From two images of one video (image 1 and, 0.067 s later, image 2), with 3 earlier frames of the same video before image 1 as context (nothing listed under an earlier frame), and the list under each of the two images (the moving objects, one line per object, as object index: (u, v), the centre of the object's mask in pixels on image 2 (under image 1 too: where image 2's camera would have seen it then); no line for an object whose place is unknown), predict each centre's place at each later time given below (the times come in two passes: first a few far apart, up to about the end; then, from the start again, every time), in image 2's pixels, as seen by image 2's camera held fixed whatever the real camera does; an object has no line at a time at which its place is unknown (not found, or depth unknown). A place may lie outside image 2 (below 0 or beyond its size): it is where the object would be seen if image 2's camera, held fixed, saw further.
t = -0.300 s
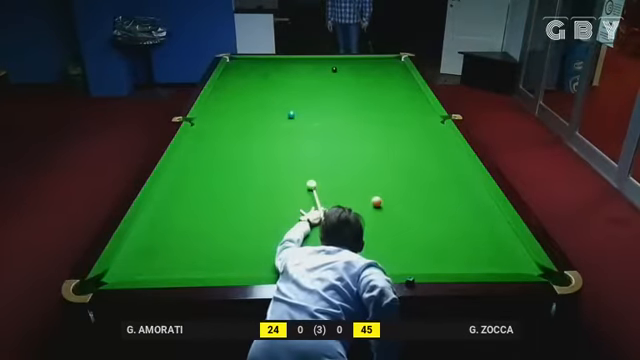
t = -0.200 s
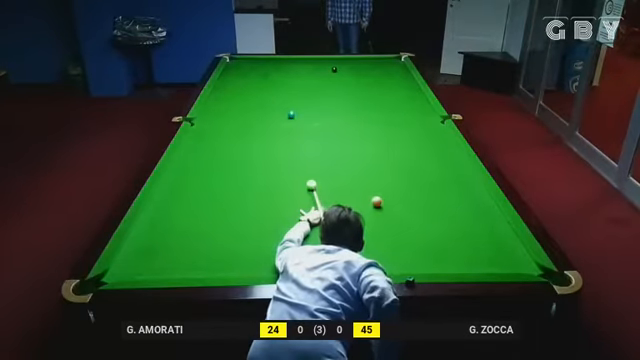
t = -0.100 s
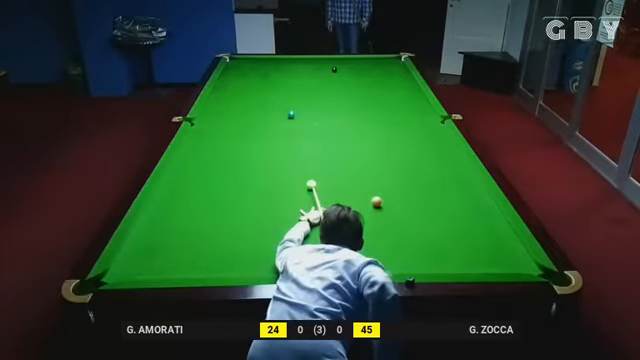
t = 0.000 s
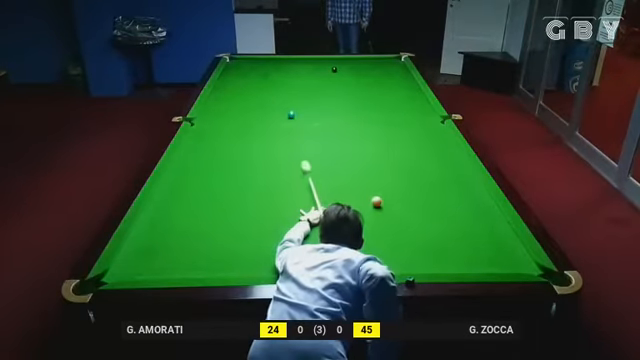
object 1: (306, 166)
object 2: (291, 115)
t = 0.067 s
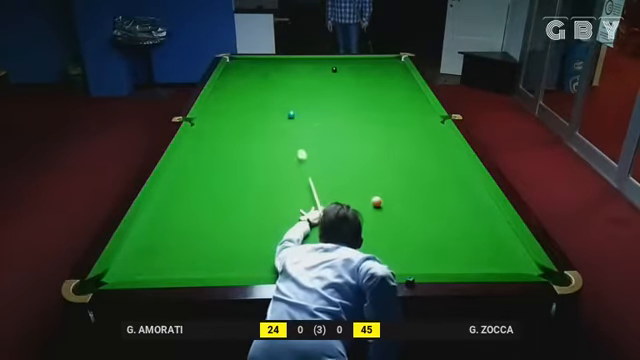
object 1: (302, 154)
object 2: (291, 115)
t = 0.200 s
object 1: (296, 136)
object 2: (291, 115)
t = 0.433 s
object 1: (285, 115)
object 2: (294, 109)
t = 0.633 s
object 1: (271, 111)
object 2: (300, 95)
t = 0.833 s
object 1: (259, 105)
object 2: (304, 86)
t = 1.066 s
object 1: (245, 99)
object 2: (309, 75)
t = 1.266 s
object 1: (235, 94)
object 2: (313, 66)
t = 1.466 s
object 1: (225, 90)
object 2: (316, 60)
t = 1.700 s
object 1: (218, 85)
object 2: (319, 62)
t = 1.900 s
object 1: (226, 82)
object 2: (321, 65)
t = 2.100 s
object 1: (234, 79)
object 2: (323, 70)
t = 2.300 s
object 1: (241, 76)
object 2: (325, 75)
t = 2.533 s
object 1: (248, 74)
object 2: (329, 83)
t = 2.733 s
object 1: (254, 72)
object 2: (331, 88)
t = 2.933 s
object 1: (260, 70)
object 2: (333, 93)
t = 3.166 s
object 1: (265, 68)
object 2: (336, 101)
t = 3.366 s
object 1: (270, 66)
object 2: (339, 107)
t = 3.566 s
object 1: (274, 64)
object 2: (342, 113)
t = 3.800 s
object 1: (278, 63)
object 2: (346, 121)
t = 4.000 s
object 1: (281, 62)
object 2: (347, 124)
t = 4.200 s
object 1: (284, 60)
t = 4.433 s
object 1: (287, 60)
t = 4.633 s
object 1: (290, 58)
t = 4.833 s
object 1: (292, 58)
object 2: (365, 160)
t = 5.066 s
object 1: (293, 59)
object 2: (368, 169)
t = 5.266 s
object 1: (294, 59)
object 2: (373, 177)
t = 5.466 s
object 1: (295, 60)
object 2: (376, 186)
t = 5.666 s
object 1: (296, 60)
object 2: (381, 194)
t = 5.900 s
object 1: (296, 60)
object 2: (389, 202)
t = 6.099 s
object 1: (296, 60)
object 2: (398, 208)
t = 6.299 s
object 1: (296, 60)
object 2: (406, 213)
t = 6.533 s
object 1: (296, 60)
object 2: (416, 219)
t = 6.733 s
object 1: (296, 60)
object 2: (424, 223)
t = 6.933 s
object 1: (296, 60)
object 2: (432, 228)
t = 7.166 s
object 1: (296, 60)
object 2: (440, 233)
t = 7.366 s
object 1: (296, 60)
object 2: (446, 236)
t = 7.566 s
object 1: (296, 60)
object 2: (453, 240)
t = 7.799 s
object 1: (296, 60)
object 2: (459, 244)
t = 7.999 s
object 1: (296, 60)
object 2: (464, 247)
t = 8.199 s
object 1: (296, 60)
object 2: (469, 249)
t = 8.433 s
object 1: (296, 60)
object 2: (472, 251)
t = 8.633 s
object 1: (296, 60)
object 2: (475, 253)
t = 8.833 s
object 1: (296, 60)
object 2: (477, 254)
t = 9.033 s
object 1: (296, 60)
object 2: (478, 254)
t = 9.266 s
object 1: (296, 60)
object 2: (479, 255)
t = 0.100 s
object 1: (300, 149)
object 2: (291, 115)
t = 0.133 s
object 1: (299, 144)
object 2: (291, 115)
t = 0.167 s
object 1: (297, 140)
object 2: (291, 115)
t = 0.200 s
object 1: (296, 136)
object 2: (291, 115)
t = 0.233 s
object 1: (295, 132)
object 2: (291, 115)
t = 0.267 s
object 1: (293, 128)
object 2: (291, 115)
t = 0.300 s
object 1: (292, 124)
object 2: (291, 115)
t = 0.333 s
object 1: (291, 120)
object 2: (291, 113)
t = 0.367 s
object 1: (289, 117)
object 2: (290, 112)
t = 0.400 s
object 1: (287, 116)
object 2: (292, 111)
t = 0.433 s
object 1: (285, 115)
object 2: (294, 109)
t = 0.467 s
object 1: (282, 115)
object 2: (295, 105)
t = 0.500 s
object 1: (280, 114)
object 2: (296, 104)
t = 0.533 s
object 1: (277, 114)
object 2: (297, 101)
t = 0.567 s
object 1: (275, 113)
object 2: (298, 99)
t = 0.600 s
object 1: (273, 112)
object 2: (299, 97)
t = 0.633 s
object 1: (271, 111)
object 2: (300, 95)
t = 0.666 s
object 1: (269, 110)
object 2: (301, 93)
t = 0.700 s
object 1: (267, 109)
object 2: (302, 92)
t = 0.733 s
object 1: (265, 108)
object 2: (302, 90)
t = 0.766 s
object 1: (263, 107)
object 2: (303, 88)
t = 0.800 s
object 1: (261, 106)
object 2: (303, 87)
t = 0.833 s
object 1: (259, 105)
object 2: (304, 86)
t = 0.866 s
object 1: (257, 104)
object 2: (306, 82)
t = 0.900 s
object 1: (254, 103)
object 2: (306, 82)
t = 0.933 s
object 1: (253, 102)
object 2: (307, 81)
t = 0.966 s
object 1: (251, 101)
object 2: (308, 79)
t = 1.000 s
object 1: (249, 101)
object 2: (308, 78)
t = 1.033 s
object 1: (247, 100)
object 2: (309, 77)
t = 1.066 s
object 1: (245, 99)
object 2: (309, 75)
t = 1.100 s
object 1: (243, 98)
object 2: (310, 74)
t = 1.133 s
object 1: (242, 97)
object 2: (311, 72)
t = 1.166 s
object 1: (240, 96)
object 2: (311, 71)
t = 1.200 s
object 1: (238, 96)
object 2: (311, 70)
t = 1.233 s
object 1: (236, 95)
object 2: (312, 69)
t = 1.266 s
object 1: (235, 94)
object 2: (313, 66)
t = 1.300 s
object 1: (233, 93)
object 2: (313, 66)
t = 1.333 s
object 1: (232, 93)
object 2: (314, 65)
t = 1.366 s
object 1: (230, 92)
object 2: (315, 63)
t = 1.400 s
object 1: (228, 91)
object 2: (315, 62)
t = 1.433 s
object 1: (226, 90)
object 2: (315, 62)
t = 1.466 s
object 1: (225, 90)
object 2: (316, 60)
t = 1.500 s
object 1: (223, 89)
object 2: (316, 60)
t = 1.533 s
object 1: (222, 88)
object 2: (317, 59)
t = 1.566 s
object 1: (220, 87)
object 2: (317, 59)
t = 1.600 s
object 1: (219, 87)
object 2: (317, 59)
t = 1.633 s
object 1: (217, 86)
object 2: (317, 60)
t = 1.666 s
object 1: (216, 85)
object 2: (318, 61)
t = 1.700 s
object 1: (218, 85)
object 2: (319, 62)
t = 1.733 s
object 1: (220, 84)
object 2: (319, 62)
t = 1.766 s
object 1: (221, 84)
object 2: (319, 63)
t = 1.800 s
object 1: (222, 83)
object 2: (320, 63)
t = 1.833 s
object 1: (223, 83)
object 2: (320, 64)
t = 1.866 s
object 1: (225, 83)
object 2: (321, 65)
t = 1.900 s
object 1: (226, 82)
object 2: (321, 65)
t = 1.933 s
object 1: (227, 81)
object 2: (321, 66)
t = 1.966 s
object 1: (229, 81)
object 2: (322, 67)
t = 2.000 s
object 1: (230, 80)
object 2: (322, 68)
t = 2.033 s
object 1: (231, 80)
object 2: (322, 69)
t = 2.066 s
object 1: (233, 80)
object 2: (323, 69)
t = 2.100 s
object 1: (234, 79)
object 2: (323, 70)
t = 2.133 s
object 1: (235, 79)
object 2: (324, 71)
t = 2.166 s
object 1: (236, 78)
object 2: (324, 72)
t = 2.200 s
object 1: (237, 78)
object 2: (325, 74)
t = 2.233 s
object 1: (239, 77)
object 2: (325, 75)
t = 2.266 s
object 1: (240, 77)
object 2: (325, 76)
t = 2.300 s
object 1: (241, 76)
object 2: (325, 75)
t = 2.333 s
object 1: (242, 76)
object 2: (326, 77)
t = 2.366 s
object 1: (243, 76)
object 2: (327, 78)
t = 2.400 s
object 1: (244, 75)
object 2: (327, 79)
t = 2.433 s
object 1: (245, 75)
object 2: (328, 80)
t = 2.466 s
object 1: (246, 75)
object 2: (328, 81)
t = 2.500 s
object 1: (248, 74)
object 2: (328, 82)
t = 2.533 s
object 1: (248, 74)
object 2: (329, 83)
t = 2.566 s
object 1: (249, 73)
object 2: (329, 84)
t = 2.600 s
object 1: (251, 73)
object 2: (330, 85)
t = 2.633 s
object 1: (251, 73)
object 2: (330, 86)
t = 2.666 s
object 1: (252, 72)
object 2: (330, 87)
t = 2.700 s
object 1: (253, 72)
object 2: (331, 88)
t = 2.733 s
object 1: (254, 72)
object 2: (331, 88)
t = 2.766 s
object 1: (255, 71)
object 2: (331, 89)
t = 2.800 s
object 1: (256, 71)
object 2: (332, 91)
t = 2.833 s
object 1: (257, 71)
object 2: (332, 91)
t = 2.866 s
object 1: (258, 70)
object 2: (332, 92)
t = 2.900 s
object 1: (259, 70)
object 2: (333, 93)
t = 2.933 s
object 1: (260, 70)
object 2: (333, 93)
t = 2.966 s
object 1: (261, 69)
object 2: (334, 95)
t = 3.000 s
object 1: (261, 69)
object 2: (334, 95)
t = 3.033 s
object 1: (262, 69)
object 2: (335, 97)
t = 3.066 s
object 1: (263, 68)
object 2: (335, 98)
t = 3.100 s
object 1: (264, 68)
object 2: (336, 99)
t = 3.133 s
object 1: (264, 68)
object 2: (336, 100)
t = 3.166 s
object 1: (265, 68)
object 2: (336, 101)
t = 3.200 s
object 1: (266, 67)
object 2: (337, 102)
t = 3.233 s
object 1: (267, 67)
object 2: (338, 103)
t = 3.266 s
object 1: (267, 67)
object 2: (338, 104)
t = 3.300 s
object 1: (268, 67)
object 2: (339, 105)
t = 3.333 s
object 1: (269, 67)
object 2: (339, 106)
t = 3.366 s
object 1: (270, 66)
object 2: (339, 107)
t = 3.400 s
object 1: (270, 66)
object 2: (340, 108)
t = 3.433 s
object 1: (271, 66)
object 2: (340, 109)
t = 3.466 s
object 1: (272, 66)
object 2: (341, 110)
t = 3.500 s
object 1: (272, 65)
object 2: (341, 111)
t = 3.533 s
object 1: (273, 65)
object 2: (342, 112)
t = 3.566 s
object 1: (274, 64)
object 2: (342, 113)
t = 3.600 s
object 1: (274, 64)
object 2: (343, 114)
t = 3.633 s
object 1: (275, 64)
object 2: (343, 116)
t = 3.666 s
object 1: (275, 64)
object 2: (344, 117)
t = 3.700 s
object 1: (276, 63)
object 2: (344, 118)
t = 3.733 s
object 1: (276, 63)
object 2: (345, 119)
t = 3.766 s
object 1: (277, 63)
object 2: (345, 120)
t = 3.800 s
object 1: (278, 63)
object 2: (346, 121)
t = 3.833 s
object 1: (279, 63)
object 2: (346, 122)
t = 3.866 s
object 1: (279, 63)
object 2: (346, 122)
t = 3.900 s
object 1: (280, 63)
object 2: (347, 122)
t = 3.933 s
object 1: (280, 63)
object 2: (347, 123)
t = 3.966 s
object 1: (281, 62)
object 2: (347, 123)
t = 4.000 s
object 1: (281, 62)
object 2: (347, 124)
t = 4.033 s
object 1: (282, 62)
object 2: (349, 125)
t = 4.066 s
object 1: (282, 61)
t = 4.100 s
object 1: (283, 61)
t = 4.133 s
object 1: (283, 61)
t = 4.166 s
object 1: (284, 61)
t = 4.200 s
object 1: (284, 60)
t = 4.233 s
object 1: (284, 60)
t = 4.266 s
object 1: (285, 60)
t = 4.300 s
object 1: (285, 60)
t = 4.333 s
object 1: (286, 60)
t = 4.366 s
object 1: (286, 60)
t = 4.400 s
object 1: (287, 60)
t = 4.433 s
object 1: (287, 60)
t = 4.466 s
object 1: (288, 59)
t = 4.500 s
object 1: (288, 59)
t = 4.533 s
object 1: (289, 59)
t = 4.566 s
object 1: (289, 59)
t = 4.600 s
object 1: (289, 58)
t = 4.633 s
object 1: (290, 58)
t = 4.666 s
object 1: (290, 58)
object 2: (363, 155)
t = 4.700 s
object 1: (290, 58)
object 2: (364, 155)
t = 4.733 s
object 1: (291, 58)
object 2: (364, 156)
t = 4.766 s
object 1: (291, 58)
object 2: (364, 157)
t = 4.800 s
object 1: (291, 58)
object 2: (364, 158)
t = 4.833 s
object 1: (292, 58)
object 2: (365, 160)
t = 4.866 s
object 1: (292, 58)
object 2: (365, 161)
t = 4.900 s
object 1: (292, 58)
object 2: (365, 162)
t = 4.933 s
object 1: (292, 58)
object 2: (365, 163)
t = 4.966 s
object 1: (292, 58)
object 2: (366, 165)
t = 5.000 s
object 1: (293, 59)
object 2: (366, 165)
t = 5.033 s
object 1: (293, 59)
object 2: (367, 167)
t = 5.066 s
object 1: (293, 59)
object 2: (368, 169)
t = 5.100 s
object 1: (293, 59)
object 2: (369, 170)
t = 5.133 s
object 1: (293, 59)
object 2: (370, 172)
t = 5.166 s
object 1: (293, 59)
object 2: (370, 173)
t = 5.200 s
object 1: (294, 59)
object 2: (371, 174)
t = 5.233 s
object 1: (294, 59)
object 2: (372, 176)
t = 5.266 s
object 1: (294, 59)
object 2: (373, 177)
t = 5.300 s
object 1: (294, 59)
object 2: (373, 179)
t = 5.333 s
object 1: (294, 59)
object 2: (374, 179)
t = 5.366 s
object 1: (294, 59)
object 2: (374, 181)
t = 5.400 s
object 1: (294, 59)
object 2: (375, 183)
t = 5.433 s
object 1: (295, 60)
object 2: (376, 184)
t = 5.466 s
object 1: (295, 60)
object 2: (376, 186)
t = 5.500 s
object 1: (295, 60)
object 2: (377, 187)
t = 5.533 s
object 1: (295, 60)
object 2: (378, 189)
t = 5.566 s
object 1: (295, 60)
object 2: (378, 190)
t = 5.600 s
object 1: (295, 60)
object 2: (379, 191)
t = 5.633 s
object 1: (296, 60)
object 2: (380, 193)
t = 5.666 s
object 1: (296, 60)
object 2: (381, 194)
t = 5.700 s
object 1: (296, 60)
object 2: (382, 196)
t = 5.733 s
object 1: (296, 60)
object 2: (382, 197)
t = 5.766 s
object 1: (296, 60)
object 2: (384, 199)
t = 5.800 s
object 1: (296, 60)
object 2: (385, 200)
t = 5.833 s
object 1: (296, 60)
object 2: (386, 201)
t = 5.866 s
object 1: (296, 60)
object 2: (388, 202)
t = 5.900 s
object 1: (296, 60)
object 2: (389, 202)
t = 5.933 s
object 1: (296, 60)
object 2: (391, 204)
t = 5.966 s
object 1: (296, 60)
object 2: (392, 204)
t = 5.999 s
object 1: (296, 60)
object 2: (394, 205)
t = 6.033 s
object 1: (296, 60)
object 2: (395, 206)
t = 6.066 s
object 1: (296, 60)
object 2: (396, 207)
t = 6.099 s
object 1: (296, 60)
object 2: (398, 208)
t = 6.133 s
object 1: (296, 60)
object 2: (399, 208)
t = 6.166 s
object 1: (296, 60)
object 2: (401, 209)
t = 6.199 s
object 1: (296, 60)
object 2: (402, 210)
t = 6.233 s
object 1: (296, 60)
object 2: (404, 211)
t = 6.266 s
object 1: (296, 60)
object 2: (405, 212)
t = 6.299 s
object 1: (296, 60)
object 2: (406, 213)
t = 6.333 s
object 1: (296, 60)
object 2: (408, 214)
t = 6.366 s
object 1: (296, 60)
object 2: (409, 214)
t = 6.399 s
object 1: (296, 60)
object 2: (411, 215)
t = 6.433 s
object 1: (296, 60)
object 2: (412, 216)
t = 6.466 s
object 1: (296, 60)
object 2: (413, 217)
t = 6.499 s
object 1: (296, 60)
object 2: (415, 218)
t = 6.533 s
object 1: (296, 60)
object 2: (416, 219)
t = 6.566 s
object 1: (296, 60)
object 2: (418, 219)
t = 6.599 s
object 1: (296, 60)
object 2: (419, 220)
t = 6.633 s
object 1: (296, 60)
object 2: (420, 221)
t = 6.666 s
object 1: (296, 60)
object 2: (422, 222)
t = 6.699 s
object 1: (296, 60)
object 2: (423, 222)
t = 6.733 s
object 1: (296, 60)
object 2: (424, 223)
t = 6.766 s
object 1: (296, 60)
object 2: (425, 224)
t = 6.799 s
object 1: (296, 60)
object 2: (427, 225)
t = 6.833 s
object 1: (296, 60)
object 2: (428, 225)
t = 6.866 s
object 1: (296, 60)
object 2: (429, 226)
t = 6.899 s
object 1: (296, 60)
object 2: (430, 227)
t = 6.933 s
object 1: (296, 60)
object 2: (432, 228)
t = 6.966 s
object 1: (296, 60)
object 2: (433, 228)
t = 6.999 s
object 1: (296, 60)
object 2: (434, 229)
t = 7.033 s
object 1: (296, 60)
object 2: (435, 230)
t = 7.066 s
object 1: (296, 60)
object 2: (436, 231)
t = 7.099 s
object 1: (296, 60)
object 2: (437, 232)
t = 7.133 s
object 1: (296, 60)
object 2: (439, 232)
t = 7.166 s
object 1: (296, 60)
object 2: (440, 233)
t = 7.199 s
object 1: (296, 60)
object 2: (441, 233)
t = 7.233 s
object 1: (296, 60)
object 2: (442, 234)
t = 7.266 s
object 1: (296, 60)
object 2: (443, 235)
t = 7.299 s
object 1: (296, 60)
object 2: (444, 235)
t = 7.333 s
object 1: (296, 60)
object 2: (445, 236)
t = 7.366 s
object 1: (296, 60)
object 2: (446, 236)
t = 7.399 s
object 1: (296, 60)
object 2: (447, 237)
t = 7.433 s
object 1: (296, 60)
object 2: (449, 238)
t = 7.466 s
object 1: (296, 60)
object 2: (450, 238)
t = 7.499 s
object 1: (296, 60)
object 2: (451, 239)
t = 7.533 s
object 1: (296, 60)
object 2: (452, 240)
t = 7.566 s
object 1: (296, 60)
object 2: (453, 240)
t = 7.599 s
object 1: (296, 60)
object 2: (454, 241)
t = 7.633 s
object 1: (296, 60)
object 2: (455, 241)
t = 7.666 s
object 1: (296, 60)
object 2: (456, 242)
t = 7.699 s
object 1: (296, 60)
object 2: (457, 242)
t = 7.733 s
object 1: (296, 60)
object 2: (457, 243)
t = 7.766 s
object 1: (296, 60)
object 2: (458, 243)
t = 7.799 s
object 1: (296, 60)
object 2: (459, 244)
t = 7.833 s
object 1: (296, 60)
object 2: (460, 244)
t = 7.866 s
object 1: (296, 60)
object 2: (461, 245)
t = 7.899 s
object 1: (296, 60)
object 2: (462, 245)
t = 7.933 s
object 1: (296, 60)
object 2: (463, 246)
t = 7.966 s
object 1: (296, 60)
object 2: (464, 246)
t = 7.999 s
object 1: (296, 60)
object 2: (464, 247)
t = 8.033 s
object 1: (296, 60)
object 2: (465, 247)
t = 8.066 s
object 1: (296, 60)
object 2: (466, 247)
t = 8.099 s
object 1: (296, 60)
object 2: (467, 248)
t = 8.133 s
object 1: (296, 60)
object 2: (467, 248)
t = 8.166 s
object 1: (296, 60)
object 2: (468, 249)
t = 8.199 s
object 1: (296, 60)
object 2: (469, 249)
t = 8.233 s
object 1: (296, 60)
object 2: (469, 249)
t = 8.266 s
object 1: (296, 60)
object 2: (470, 250)
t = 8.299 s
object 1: (296, 60)
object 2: (470, 250)
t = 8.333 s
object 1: (296, 60)
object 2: (471, 250)
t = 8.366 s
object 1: (296, 60)
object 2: (472, 251)
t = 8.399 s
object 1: (296, 60)
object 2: (472, 251)
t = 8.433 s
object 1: (296, 60)
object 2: (472, 251)
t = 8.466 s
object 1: (296, 60)
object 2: (473, 252)
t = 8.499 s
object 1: (296, 60)
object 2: (474, 252)
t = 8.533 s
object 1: (296, 60)
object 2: (474, 252)
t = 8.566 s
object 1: (296, 60)
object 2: (474, 252)
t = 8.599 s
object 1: (296, 60)
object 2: (475, 253)
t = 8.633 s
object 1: (296, 60)
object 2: (475, 253)
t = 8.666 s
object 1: (296, 60)
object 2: (476, 253)
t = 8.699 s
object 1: (296, 60)
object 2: (476, 253)
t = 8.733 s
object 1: (296, 60)
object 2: (476, 254)
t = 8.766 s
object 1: (296, 60)
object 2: (477, 254)
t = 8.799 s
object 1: (296, 60)
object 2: (477, 254)
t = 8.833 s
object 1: (296, 60)
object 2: (477, 254)
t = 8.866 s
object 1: (296, 60)
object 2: (478, 254)
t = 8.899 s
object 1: (296, 60)
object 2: (478, 254)
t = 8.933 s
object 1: (296, 60)
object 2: (478, 254)
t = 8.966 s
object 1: (296, 60)
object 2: (478, 254)
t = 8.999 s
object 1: (296, 60)
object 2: (478, 254)
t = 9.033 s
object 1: (296, 60)
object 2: (478, 254)
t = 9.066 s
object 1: (296, 60)
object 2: (478, 254)
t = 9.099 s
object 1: (296, 60)
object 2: (479, 255)
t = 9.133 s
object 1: (296, 60)
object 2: (479, 255)
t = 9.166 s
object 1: (296, 60)
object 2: (479, 255)
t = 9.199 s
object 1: (296, 60)
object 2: (479, 255)
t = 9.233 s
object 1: (296, 60)
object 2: (479, 255)
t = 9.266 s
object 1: (296, 60)
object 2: (479, 255)
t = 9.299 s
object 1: (296, 60)
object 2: (479, 255)
